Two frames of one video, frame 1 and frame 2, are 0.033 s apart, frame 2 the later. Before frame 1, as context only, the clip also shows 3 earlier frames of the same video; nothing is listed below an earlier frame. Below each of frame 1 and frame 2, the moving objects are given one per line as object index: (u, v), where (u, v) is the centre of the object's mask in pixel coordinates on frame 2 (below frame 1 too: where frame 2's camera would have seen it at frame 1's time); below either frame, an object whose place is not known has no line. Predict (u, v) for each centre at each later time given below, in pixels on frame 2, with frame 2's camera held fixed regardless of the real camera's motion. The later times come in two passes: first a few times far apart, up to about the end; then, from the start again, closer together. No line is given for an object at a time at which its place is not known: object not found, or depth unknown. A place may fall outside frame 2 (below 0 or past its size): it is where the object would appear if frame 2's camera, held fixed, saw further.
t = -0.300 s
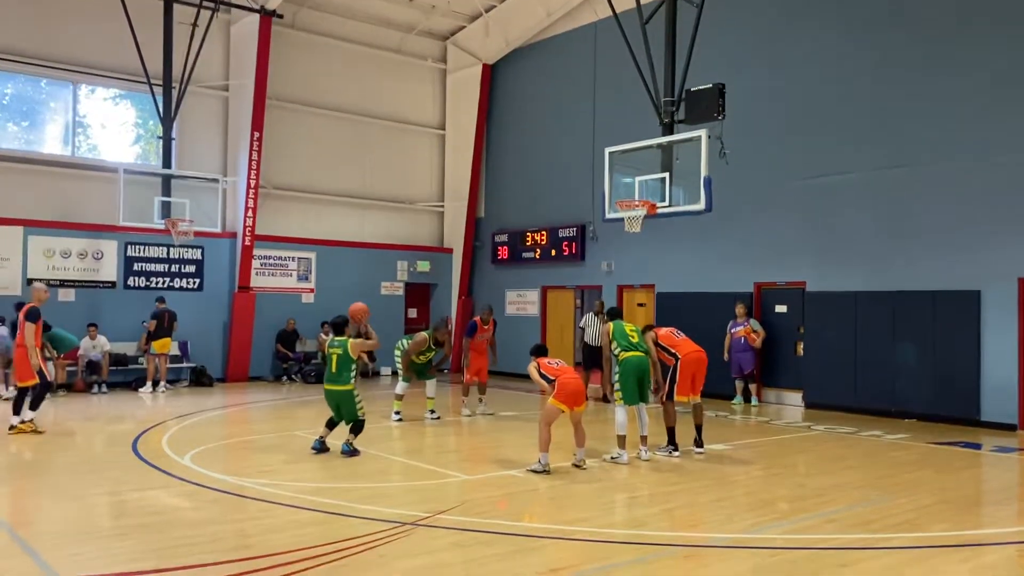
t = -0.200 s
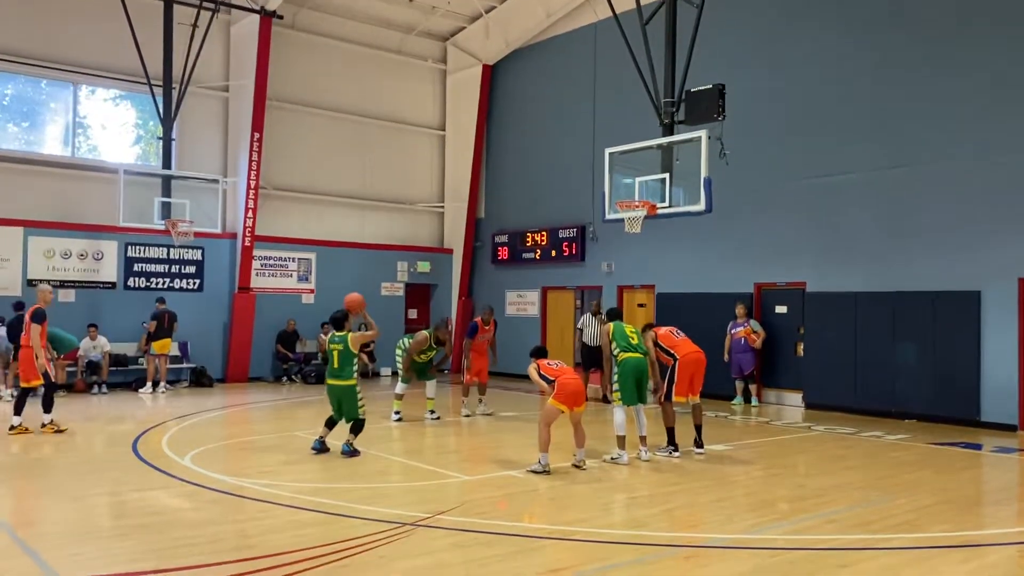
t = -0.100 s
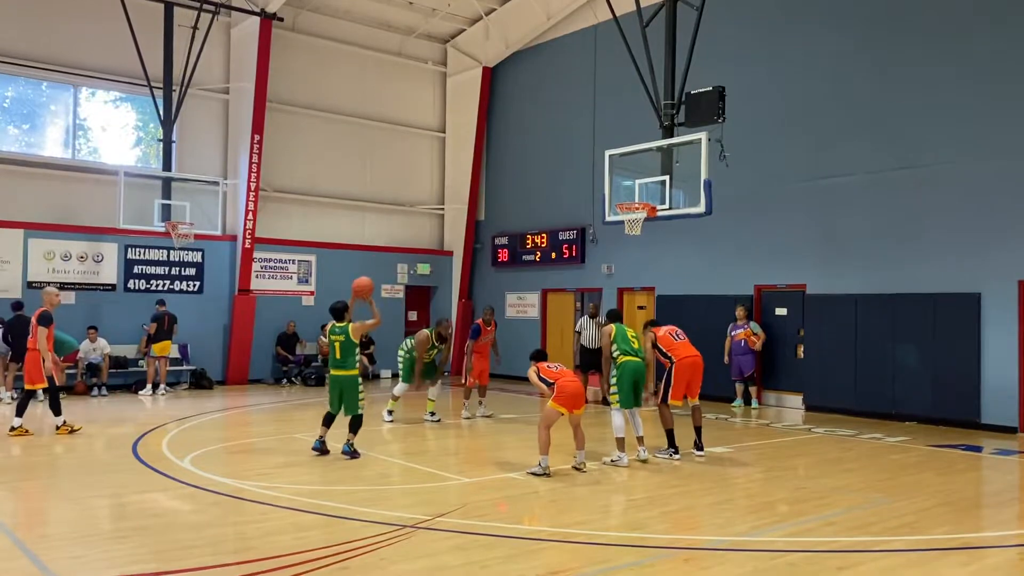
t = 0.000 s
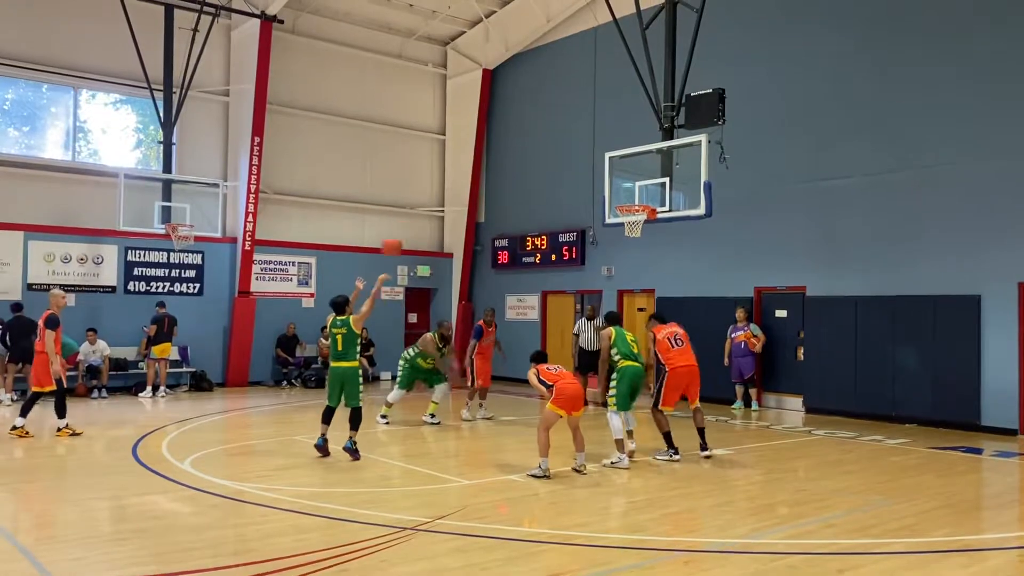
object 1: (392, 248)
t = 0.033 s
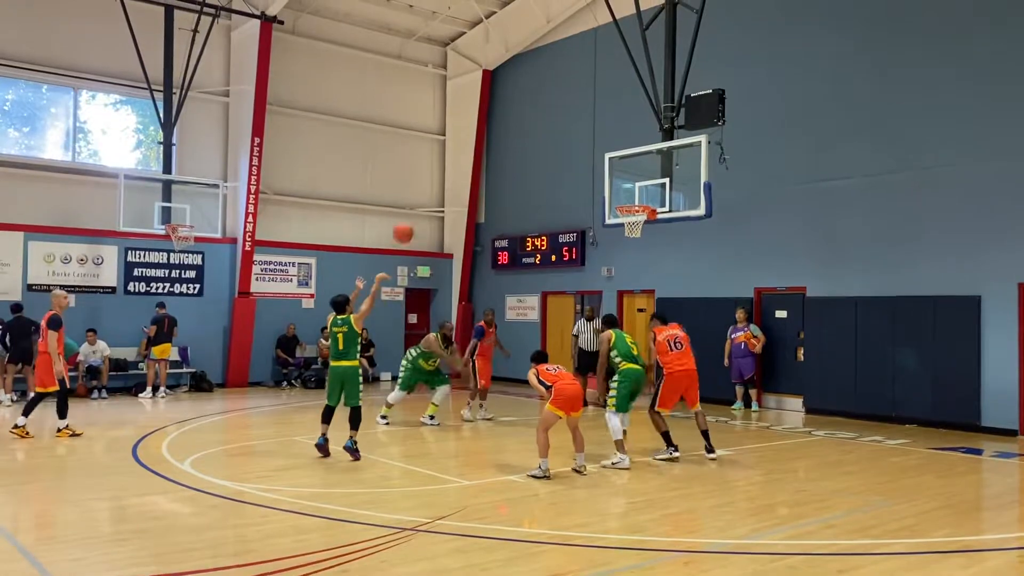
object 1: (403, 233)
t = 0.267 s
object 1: (475, 166)
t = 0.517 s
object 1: (544, 151)
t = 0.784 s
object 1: (607, 185)
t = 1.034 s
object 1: (636, 196)
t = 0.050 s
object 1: (408, 226)
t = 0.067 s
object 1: (414, 220)
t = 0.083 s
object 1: (420, 214)
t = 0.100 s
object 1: (425, 208)
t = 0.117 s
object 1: (431, 202)
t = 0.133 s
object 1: (436, 198)
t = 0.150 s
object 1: (441, 193)
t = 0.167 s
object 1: (446, 188)
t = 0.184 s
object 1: (452, 185)
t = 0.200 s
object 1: (456, 181)
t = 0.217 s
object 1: (461, 177)
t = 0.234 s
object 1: (466, 173)
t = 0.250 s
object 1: (472, 170)
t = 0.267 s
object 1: (475, 166)
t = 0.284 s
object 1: (481, 164)
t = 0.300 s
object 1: (485, 162)
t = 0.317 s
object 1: (490, 159)
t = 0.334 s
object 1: (495, 158)
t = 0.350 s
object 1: (500, 156)
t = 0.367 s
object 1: (504, 154)
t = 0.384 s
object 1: (508, 153)
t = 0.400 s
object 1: (513, 152)
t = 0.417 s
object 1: (518, 151)
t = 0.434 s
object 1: (522, 151)
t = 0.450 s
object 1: (527, 150)
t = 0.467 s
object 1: (531, 150)
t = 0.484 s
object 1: (536, 150)
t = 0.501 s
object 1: (540, 151)
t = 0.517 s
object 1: (544, 151)
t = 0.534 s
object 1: (548, 151)
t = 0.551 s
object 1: (552, 153)
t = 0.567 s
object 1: (556, 154)
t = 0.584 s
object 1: (560, 155)
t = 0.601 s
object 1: (564, 157)
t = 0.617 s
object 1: (568, 158)
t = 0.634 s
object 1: (572, 160)
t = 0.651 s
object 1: (576, 162)
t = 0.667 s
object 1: (580, 164)
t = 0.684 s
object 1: (584, 167)
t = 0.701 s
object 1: (588, 170)
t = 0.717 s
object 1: (592, 172)
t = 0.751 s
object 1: (599, 178)
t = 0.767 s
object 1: (604, 182)
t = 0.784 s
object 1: (607, 185)
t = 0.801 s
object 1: (610, 188)
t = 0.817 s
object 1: (614, 192)
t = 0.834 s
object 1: (619, 198)
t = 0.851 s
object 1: (621, 199)
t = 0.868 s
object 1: (622, 199)
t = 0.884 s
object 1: (624, 198)
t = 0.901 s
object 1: (626, 199)
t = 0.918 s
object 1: (630, 199)
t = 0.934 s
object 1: (631, 199)
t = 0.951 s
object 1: (633, 200)
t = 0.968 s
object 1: (635, 200)
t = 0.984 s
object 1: (636, 200)
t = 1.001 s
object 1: (637, 200)
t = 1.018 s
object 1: (637, 198)
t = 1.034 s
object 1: (636, 196)
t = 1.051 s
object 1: (636, 195)
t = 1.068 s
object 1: (635, 192)
